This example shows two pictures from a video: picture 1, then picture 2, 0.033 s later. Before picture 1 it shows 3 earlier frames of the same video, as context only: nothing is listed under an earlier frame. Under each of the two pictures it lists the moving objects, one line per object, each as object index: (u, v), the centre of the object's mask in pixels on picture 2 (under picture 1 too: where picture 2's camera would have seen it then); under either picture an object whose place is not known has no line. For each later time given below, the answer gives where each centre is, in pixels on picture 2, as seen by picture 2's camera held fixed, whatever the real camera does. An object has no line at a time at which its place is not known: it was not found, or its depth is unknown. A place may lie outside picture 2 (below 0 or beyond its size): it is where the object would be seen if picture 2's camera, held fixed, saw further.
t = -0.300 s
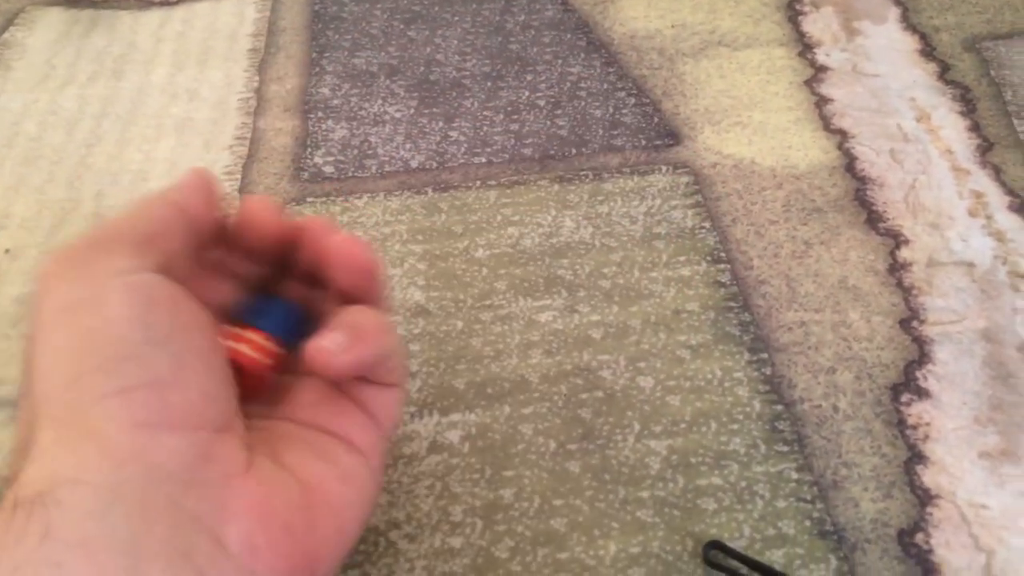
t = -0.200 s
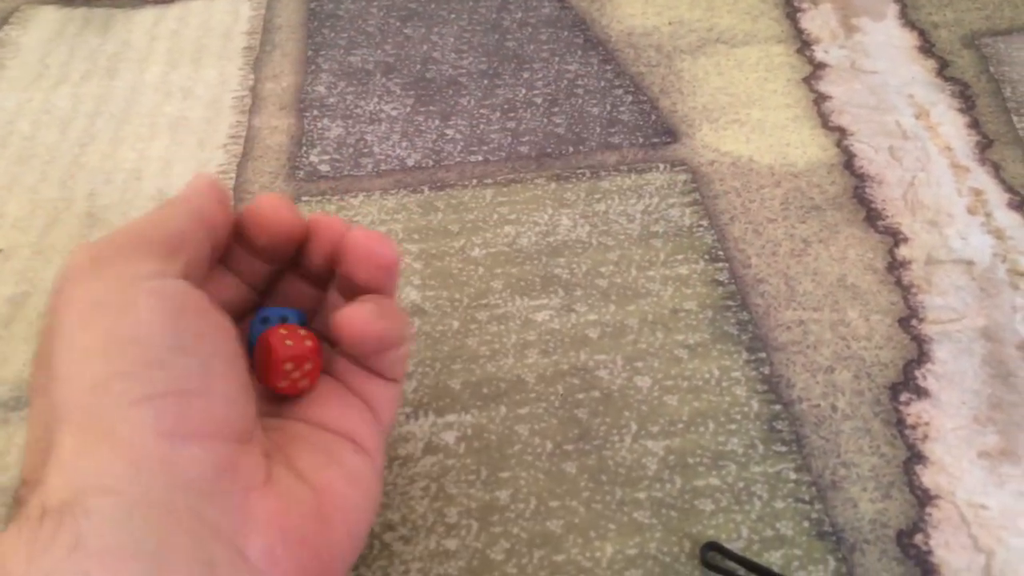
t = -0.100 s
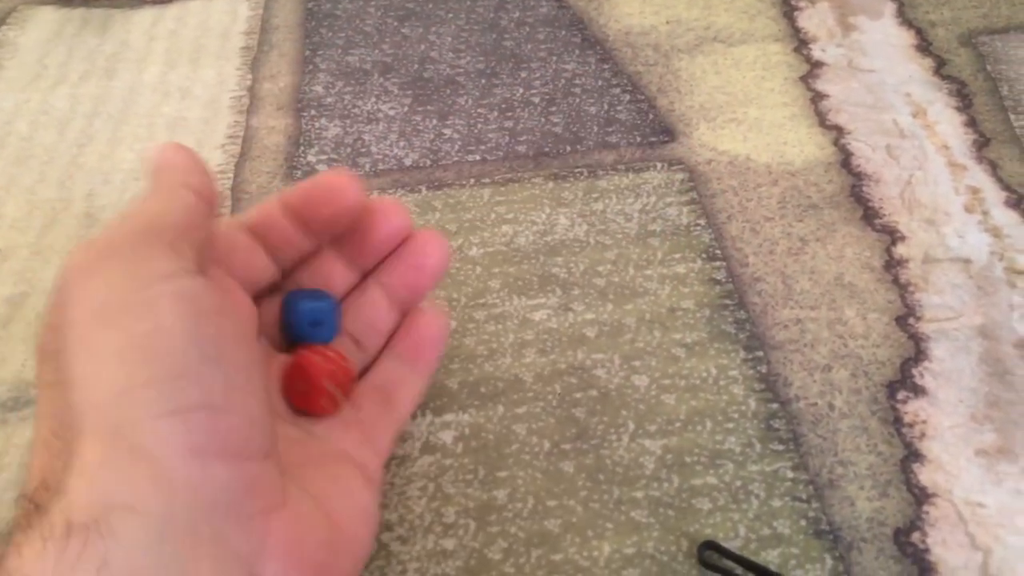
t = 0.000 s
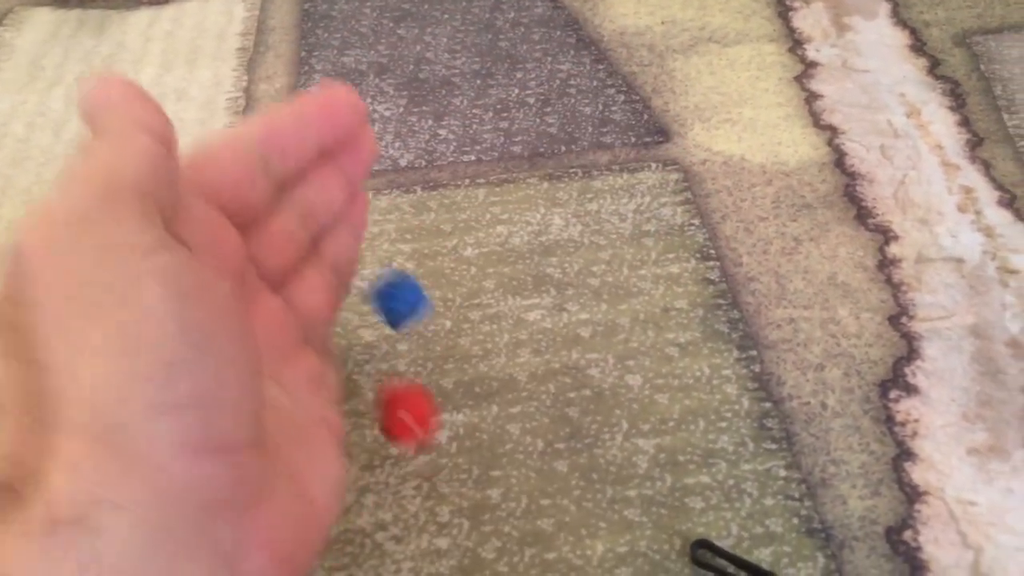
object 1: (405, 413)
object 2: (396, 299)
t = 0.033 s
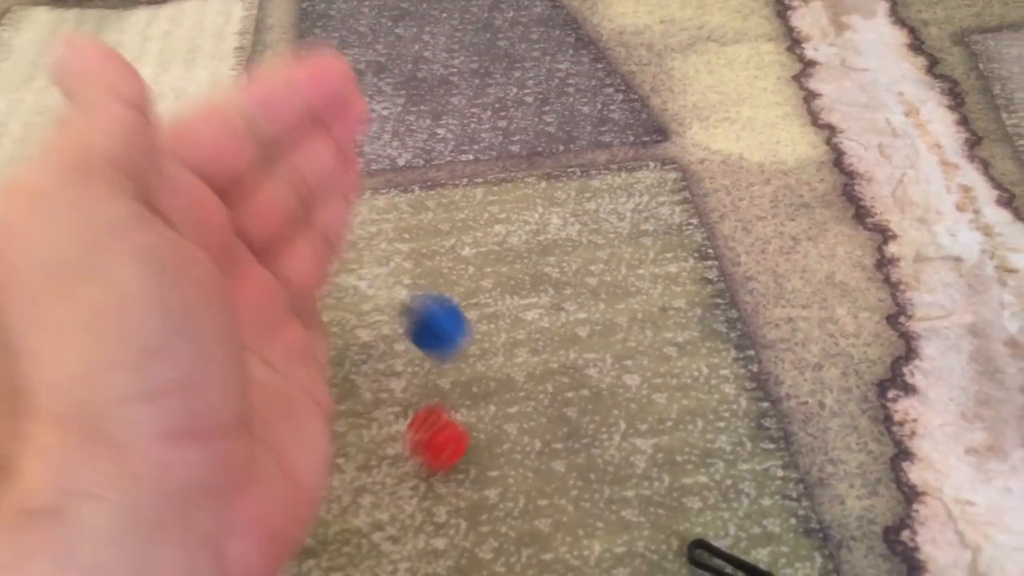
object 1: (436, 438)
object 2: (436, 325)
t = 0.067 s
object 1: (464, 414)
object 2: (482, 370)
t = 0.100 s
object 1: (493, 410)
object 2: (514, 368)
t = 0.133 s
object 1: (521, 433)
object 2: (551, 384)
